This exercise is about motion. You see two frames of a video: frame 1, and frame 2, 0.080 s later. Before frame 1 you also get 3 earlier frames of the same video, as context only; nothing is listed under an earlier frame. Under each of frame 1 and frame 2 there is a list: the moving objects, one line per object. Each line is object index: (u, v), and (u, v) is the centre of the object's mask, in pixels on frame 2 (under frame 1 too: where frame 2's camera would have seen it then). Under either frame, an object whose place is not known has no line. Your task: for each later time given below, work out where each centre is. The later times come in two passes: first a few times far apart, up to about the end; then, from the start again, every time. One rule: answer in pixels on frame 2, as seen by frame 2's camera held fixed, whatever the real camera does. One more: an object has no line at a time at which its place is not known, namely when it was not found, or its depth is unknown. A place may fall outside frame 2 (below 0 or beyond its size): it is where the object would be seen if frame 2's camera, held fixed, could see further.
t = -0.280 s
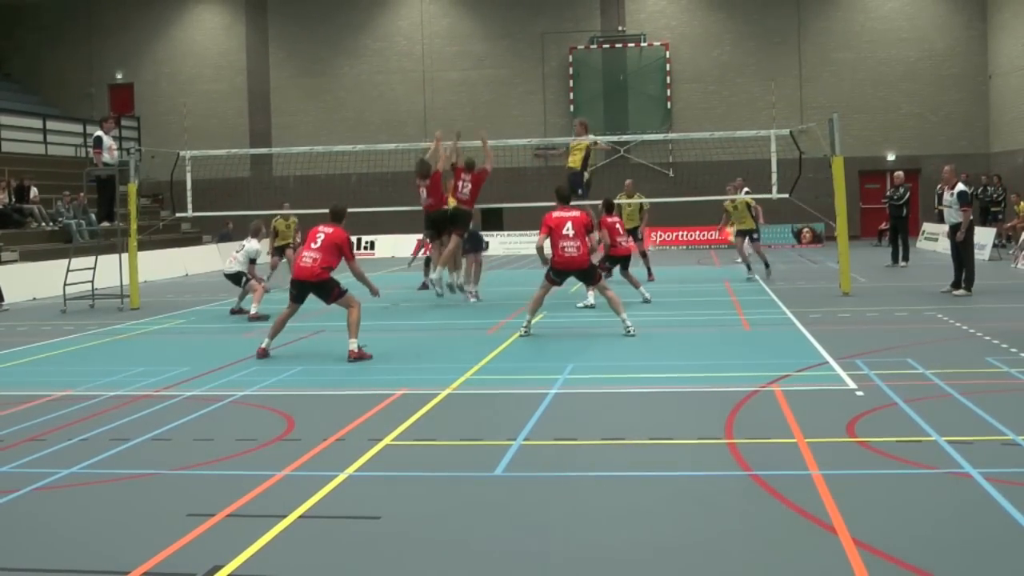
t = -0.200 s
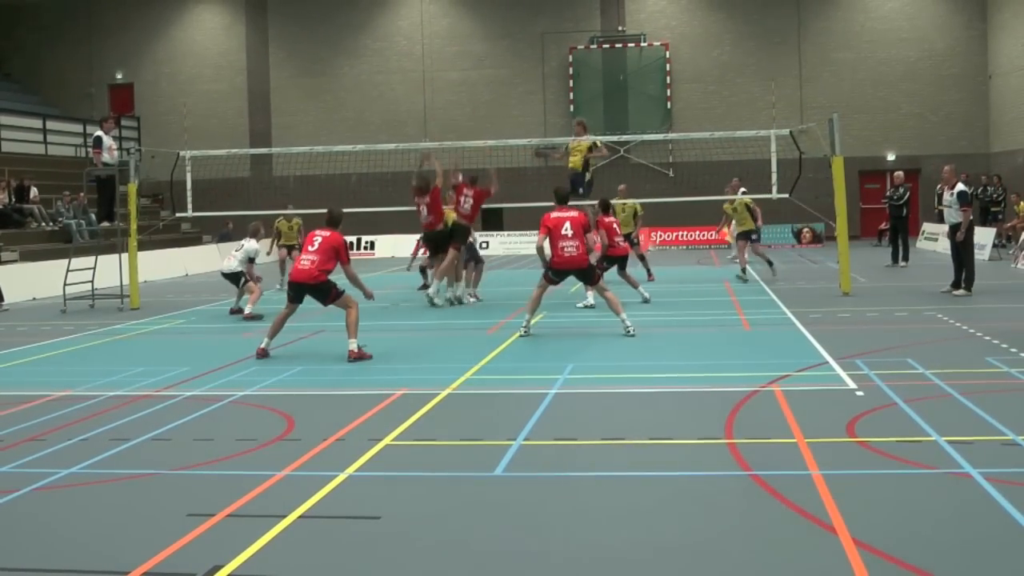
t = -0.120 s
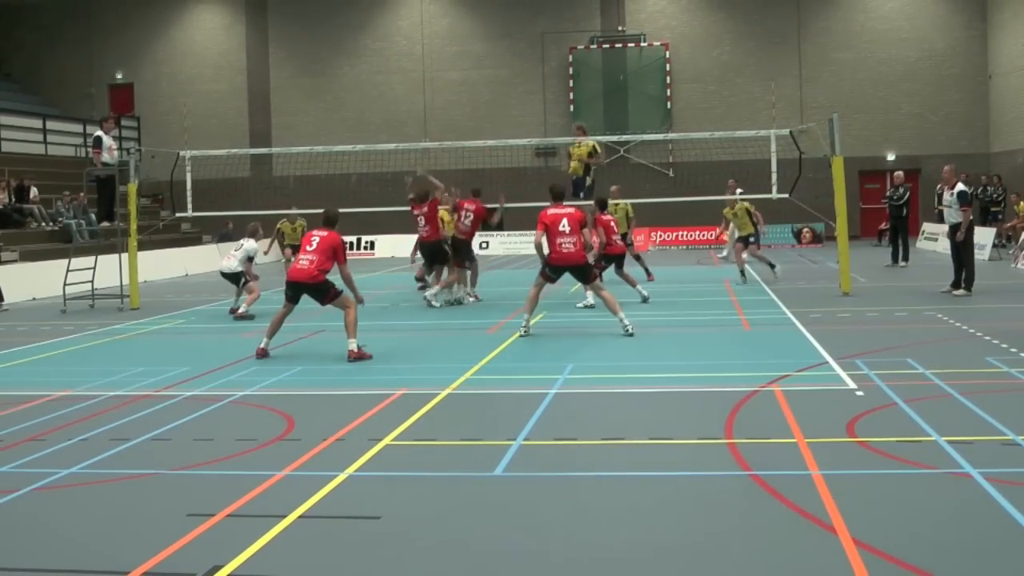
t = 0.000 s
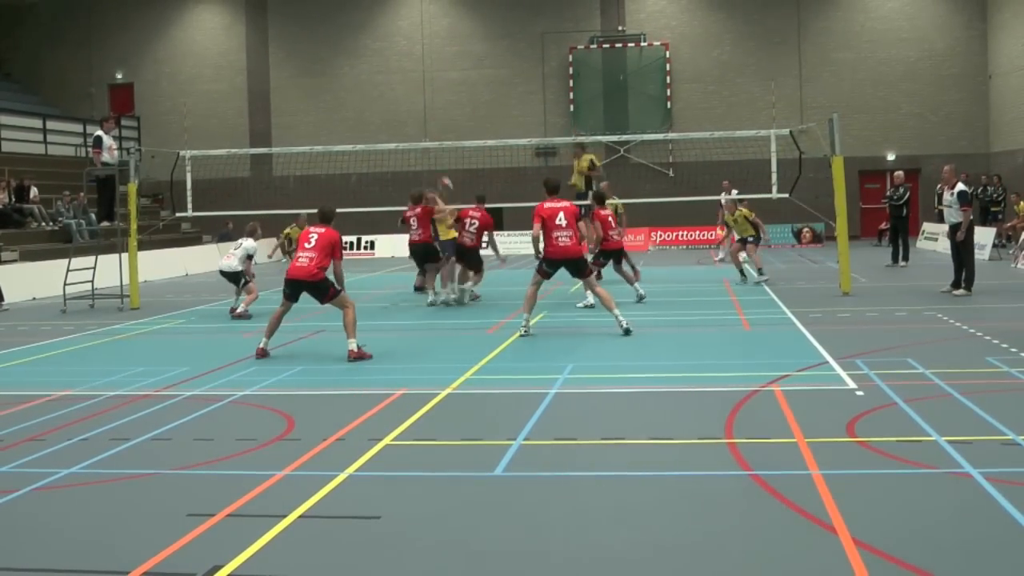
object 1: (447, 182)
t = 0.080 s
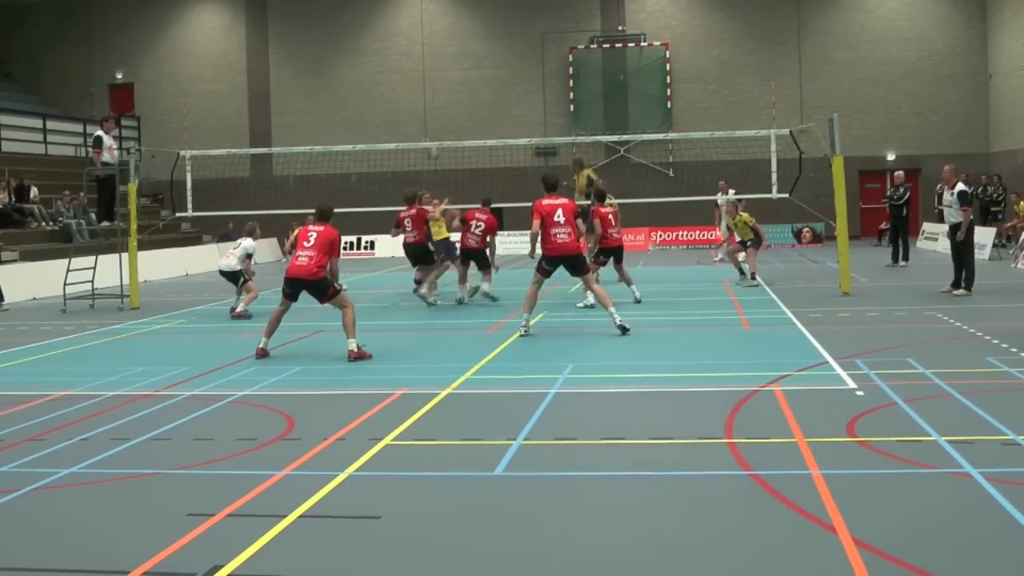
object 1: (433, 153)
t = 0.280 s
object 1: (401, 92)
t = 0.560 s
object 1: (362, 53)
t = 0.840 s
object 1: (327, 60)
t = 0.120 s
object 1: (425, 136)
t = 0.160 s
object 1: (418, 125)
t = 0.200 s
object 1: (411, 113)
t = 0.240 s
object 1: (407, 103)
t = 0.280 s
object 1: (401, 92)
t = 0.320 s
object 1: (395, 85)
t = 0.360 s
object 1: (389, 77)
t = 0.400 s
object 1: (384, 70)
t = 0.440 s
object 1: (378, 64)
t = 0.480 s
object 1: (372, 60)
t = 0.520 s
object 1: (367, 56)
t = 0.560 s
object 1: (362, 53)
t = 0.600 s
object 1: (357, 52)
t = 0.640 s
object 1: (352, 51)
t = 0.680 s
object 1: (347, 51)
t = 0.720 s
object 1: (341, 52)
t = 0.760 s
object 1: (337, 54)
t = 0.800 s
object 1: (333, 57)
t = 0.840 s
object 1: (327, 60)
